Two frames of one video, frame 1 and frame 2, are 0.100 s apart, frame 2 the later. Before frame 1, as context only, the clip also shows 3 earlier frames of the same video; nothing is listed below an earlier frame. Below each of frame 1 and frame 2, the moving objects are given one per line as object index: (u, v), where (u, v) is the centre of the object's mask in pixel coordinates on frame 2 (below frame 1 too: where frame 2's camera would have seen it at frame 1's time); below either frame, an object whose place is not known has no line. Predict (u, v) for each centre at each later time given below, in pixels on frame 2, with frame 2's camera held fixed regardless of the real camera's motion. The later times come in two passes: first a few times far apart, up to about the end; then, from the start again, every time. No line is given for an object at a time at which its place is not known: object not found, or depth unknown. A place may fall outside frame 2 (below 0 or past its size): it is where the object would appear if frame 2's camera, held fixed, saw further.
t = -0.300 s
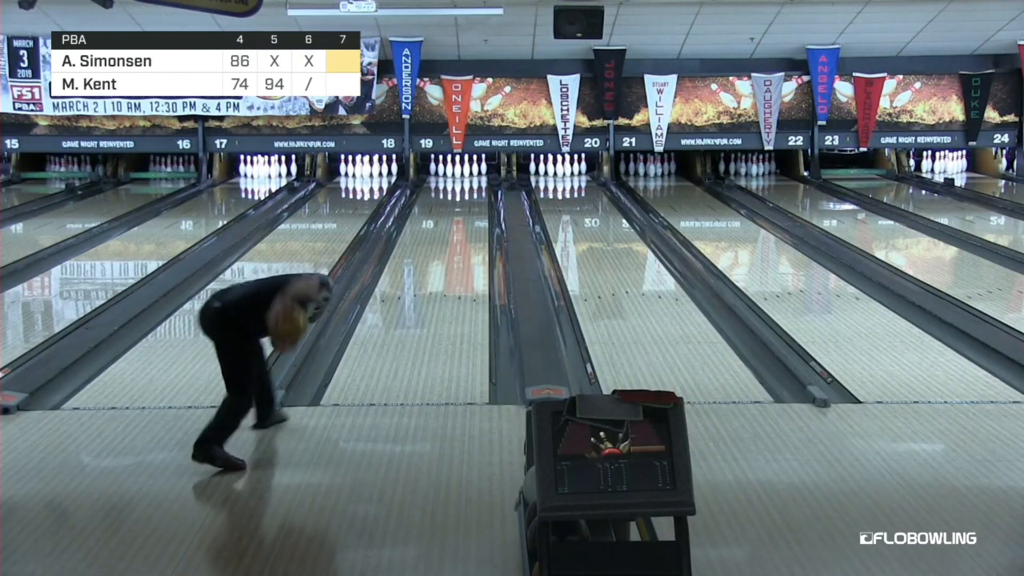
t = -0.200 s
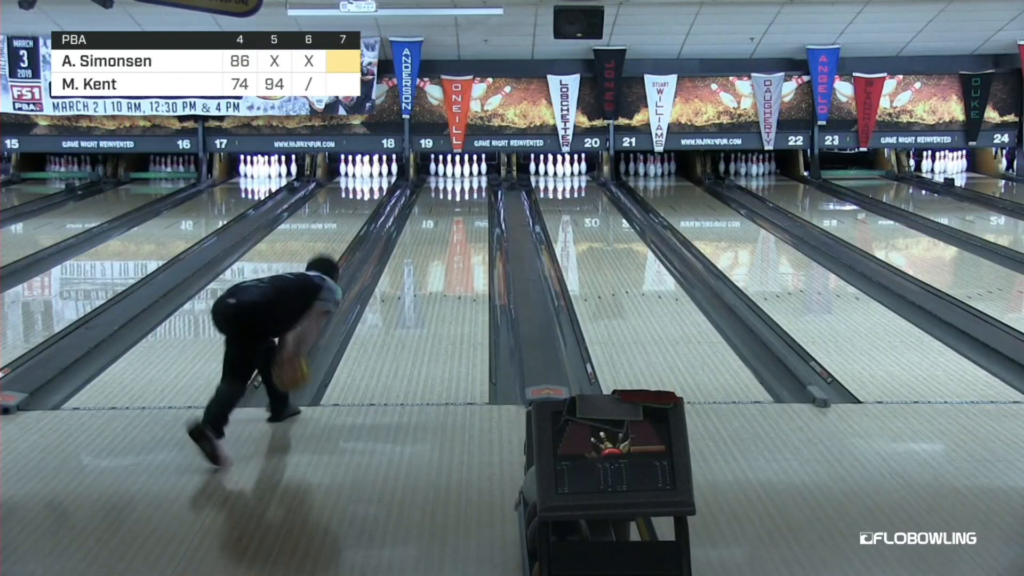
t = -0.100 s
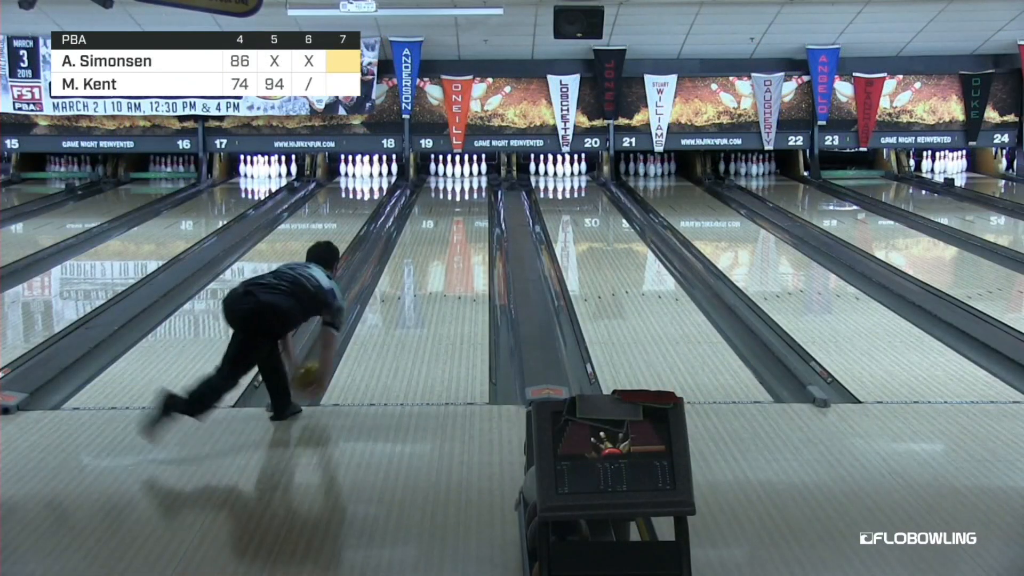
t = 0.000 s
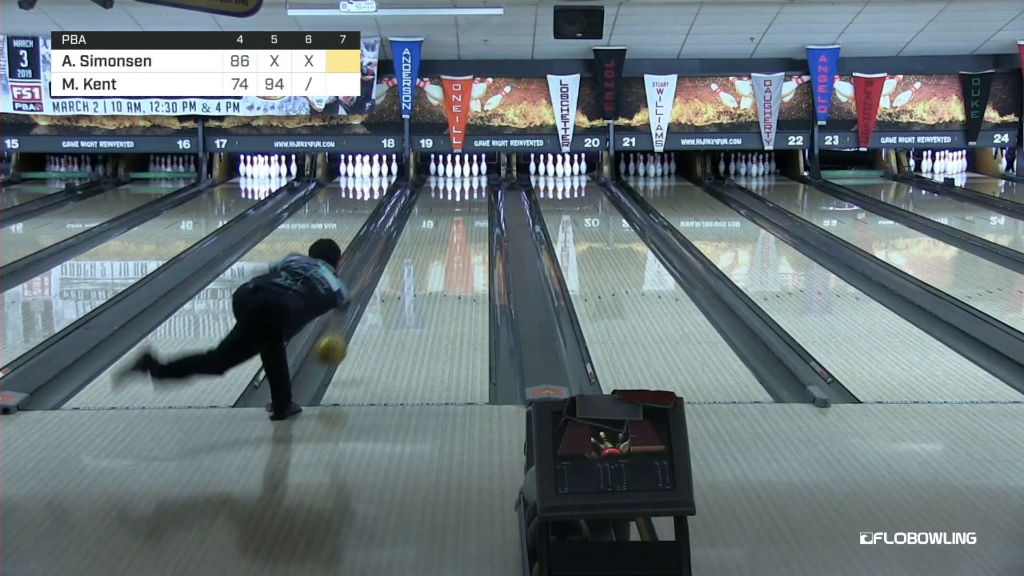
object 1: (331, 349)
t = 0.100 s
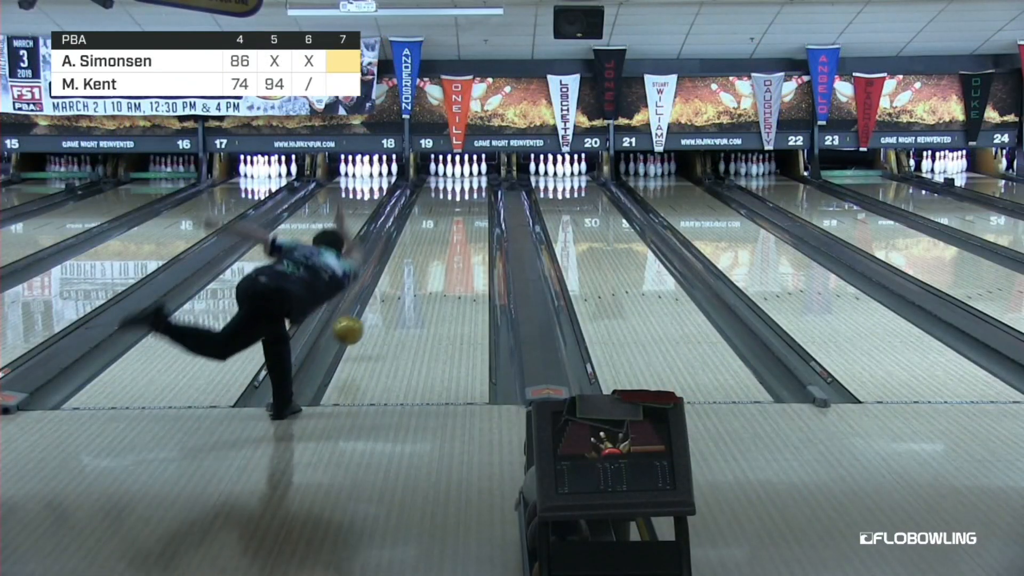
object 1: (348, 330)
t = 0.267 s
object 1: (373, 315)
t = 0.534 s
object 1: (401, 279)
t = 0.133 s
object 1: (354, 327)
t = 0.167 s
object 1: (359, 326)
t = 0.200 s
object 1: (363, 325)
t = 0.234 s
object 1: (368, 321)
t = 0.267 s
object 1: (373, 315)
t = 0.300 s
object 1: (377, 310)
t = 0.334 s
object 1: (381, 305)
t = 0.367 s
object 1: (385, 300)
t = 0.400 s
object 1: (388, 295)
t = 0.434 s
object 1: (392, 291)
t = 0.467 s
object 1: (395, 287)
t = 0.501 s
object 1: (398, 282)
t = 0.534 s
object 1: (401, 279)
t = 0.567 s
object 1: (404, 275)
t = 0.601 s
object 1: (408, 272)
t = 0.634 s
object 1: (410, 267)
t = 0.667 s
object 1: (412, 264)
